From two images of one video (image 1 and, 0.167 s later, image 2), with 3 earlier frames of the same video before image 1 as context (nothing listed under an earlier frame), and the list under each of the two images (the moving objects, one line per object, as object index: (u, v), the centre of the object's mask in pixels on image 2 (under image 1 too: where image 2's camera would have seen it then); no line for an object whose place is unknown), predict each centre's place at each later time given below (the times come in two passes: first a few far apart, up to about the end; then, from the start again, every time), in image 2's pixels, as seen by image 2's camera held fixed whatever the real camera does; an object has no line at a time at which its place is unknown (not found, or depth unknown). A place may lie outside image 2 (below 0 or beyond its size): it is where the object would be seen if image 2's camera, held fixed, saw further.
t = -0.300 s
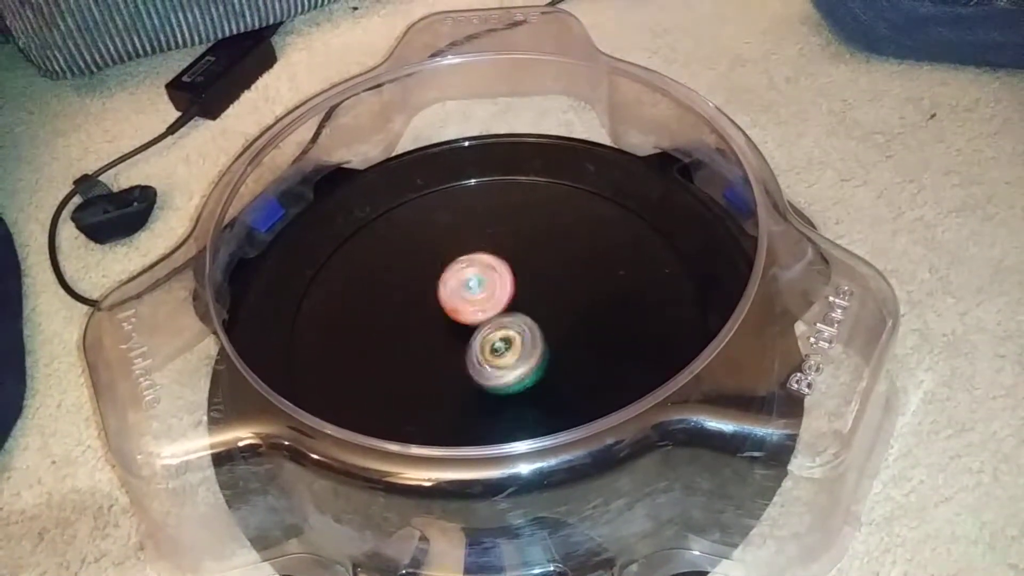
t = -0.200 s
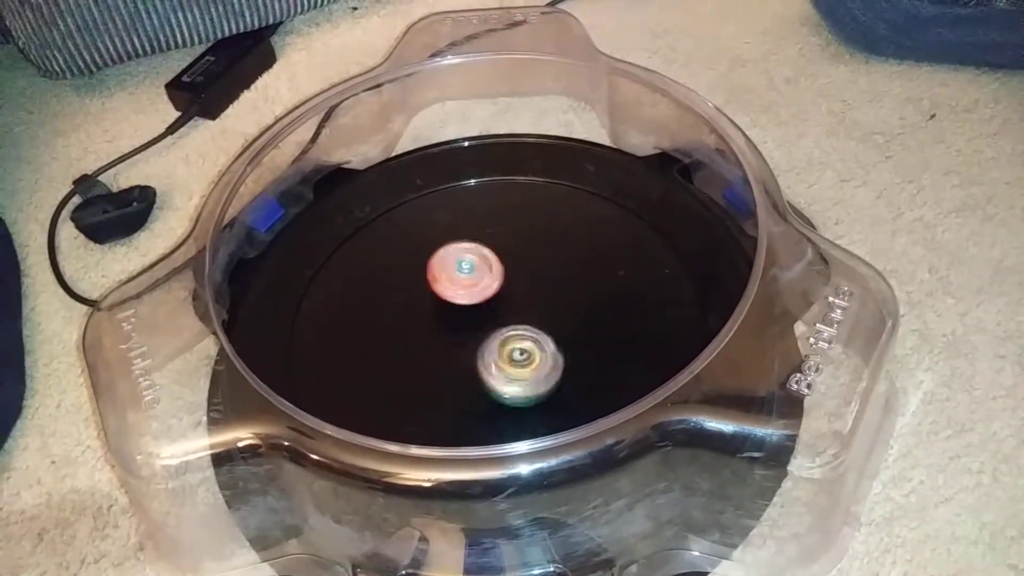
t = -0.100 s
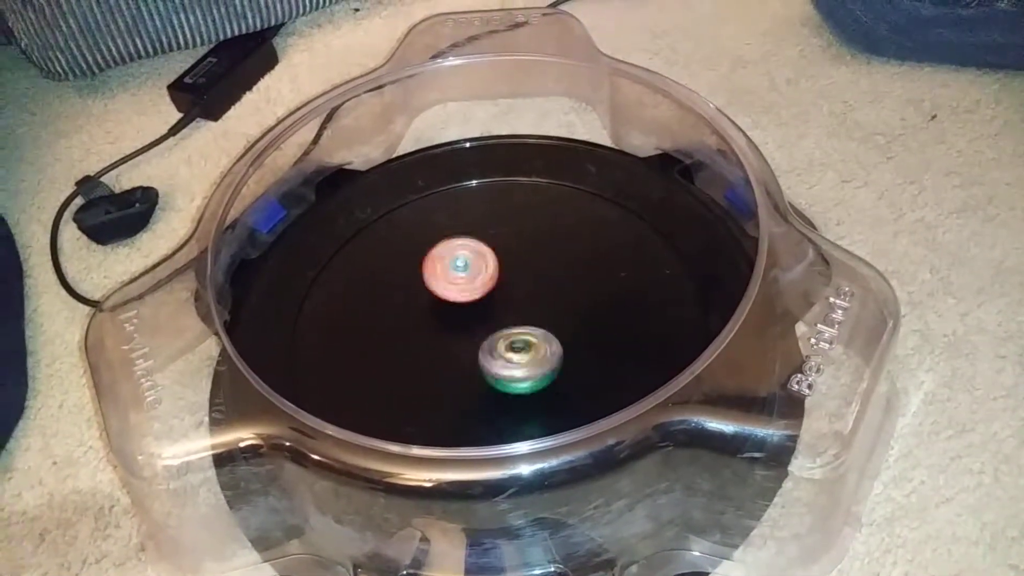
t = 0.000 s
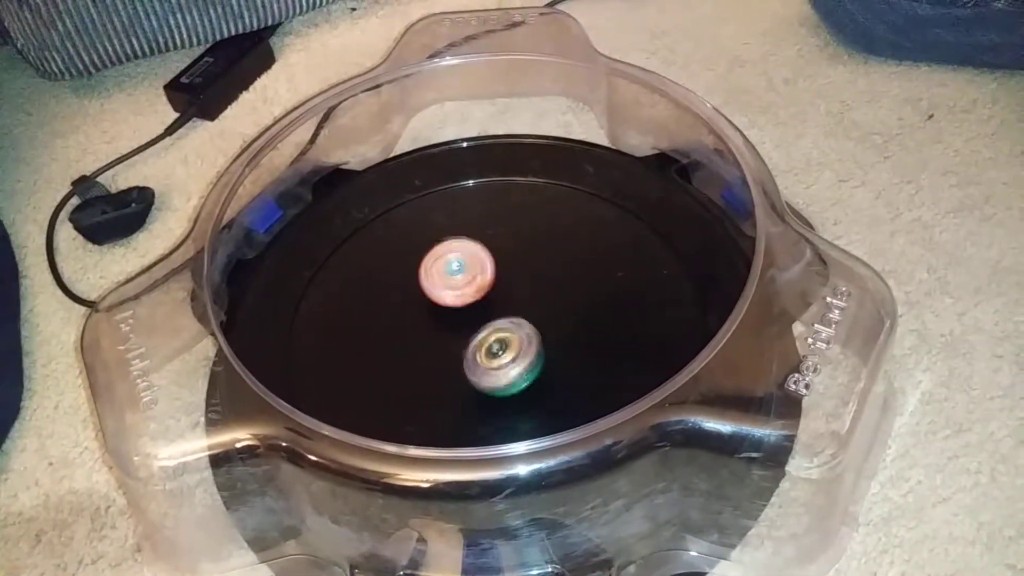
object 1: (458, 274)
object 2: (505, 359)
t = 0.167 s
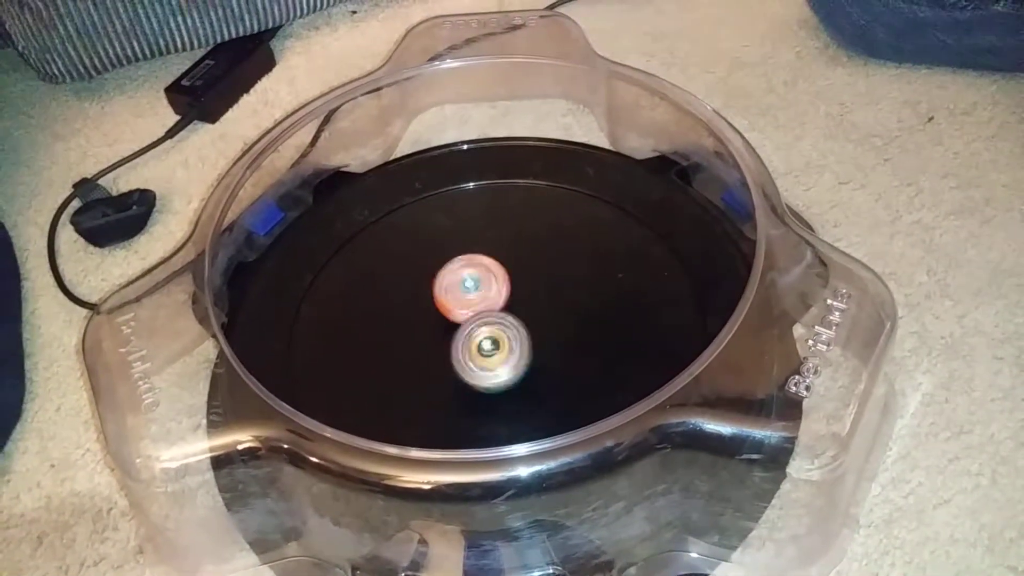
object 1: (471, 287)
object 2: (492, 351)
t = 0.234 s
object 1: (474, 288)
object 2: (493, 355)
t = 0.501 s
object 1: (474, 292)
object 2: (501, 370)
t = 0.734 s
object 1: (479, 292)
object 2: (510, 360)
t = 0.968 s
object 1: (484, 285)
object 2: (505, 354)
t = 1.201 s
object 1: (489, 263)
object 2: (505, 358)
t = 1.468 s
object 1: (494, 280)
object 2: (487, 353)
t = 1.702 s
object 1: (484, 296)
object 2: (479, 364)
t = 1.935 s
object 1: (508, 290)
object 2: (477, 370)
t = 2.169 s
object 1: (528, 285)
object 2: (488, 352)
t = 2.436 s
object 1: (537, 295)
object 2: (504, 356)
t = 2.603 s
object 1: (530, 304)
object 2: (499, 354)
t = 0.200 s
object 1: (471, 287)
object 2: (492, 354)
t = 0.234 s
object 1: (474, 288)
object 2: (493, 355)
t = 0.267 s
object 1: (473, 290)
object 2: (491, 355)
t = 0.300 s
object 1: (470, 289)
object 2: (492, 361)
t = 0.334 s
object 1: (471, 286)
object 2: (494, 365)
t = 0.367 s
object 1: (471, 287)
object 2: (494, 368)
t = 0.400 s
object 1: (469, 288)
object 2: (496, 370)
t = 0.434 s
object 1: (471, 287)
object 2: (497, 372)
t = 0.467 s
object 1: (474, 290)
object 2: (500, 371)
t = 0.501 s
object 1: (474, 292)
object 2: (501, 370)
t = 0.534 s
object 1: (475, 294)
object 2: (503, 367)
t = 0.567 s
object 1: (478, 297)
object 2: (503, 364)
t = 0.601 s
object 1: (478, 298)
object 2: (504, 363)
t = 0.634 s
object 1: (479, 296)
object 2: (505, 362)
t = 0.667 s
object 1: (481, 295)
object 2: (507, 359)
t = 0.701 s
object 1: (480, 294)
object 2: (508, 357)
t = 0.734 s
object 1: (479, 292)
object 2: (510, 360)
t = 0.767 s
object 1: (480, 289)
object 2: (513, 362)
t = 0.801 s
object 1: (480, 288)
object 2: (515, 361)
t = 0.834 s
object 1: (481, 287)
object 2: (515, 360)
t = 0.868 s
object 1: (480, 285)
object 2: (513, 358)
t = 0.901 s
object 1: (481, 284)
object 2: (510, 355)
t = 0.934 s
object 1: (484, 285)
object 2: (506, 353)
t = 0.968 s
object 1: (484, 285)
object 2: (505, 354)
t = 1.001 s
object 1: (483, 278)
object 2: (505, 359)
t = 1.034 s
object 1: (486, 270)
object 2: (507, 364)
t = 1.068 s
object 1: (485, 267)
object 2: (511, 365)
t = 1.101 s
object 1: (486, 264)
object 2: (512, 365)
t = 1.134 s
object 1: (486, 263)
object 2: (511, 362)
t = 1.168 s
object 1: (487, 262)
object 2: (508, 360)
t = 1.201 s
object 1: (489, 263)
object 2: (505, 358)
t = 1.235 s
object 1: (489, 265)
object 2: (501, 354)
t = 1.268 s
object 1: (489, 267)
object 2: (498, 353)
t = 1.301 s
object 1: (489, 269)
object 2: (496, 351)
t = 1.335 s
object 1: (491, 272)
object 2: (495, 349)
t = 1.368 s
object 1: (491, 275)
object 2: (492, 347)
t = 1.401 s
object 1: (491, 279)
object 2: (490, 348)
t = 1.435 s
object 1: (492, 279)
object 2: (488, 351)
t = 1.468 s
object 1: (494, 280)
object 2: (487, 353)
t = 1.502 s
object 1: (493, 282)
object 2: (485, 354)
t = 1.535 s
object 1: (490, 285)
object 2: (484, 354)
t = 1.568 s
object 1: (486, 285)
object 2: (483, 358)
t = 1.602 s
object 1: (487, 286)
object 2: (482, 362)
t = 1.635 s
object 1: (488, 289)
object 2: (481, 363)
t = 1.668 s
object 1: (486, 293)
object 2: (480, 364)
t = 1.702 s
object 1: (484, 296)
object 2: (479, 364)
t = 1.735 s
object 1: (485, 298)
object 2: (480, 364)
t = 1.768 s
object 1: (488, 302)
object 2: (481, 364)
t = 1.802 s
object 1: (489, 304)
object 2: (481, 365)
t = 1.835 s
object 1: (491, 303)
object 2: (481, 367)
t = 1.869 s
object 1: (494, 300)
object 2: (481, 368)
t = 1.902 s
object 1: (501, 295)
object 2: (478, 370)
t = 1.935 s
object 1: (508, 290)
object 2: (477, 370)
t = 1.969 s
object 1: (512, 288)
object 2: (477, 369)
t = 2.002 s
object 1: (515, 286)
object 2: (477, 367)
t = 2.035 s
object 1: (516, 285)
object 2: (478, 364)
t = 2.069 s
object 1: (518, 283)
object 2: (478, 361)
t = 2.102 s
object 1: (522, 282)
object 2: (480, 358)
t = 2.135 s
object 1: (526, 283)
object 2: (483, 355)
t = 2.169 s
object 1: (528, 285)
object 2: (488, 352)
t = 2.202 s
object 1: (530, 287)
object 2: (493, 350)
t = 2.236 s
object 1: (534, 286)
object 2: (496, 352)
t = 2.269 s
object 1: (536, 287)
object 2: (500, 352)
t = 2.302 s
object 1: (538, 288)
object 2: (503, 354)
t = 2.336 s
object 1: (538, 291)
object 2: (505, 355)
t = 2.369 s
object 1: (536, 292)
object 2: (505, 355)
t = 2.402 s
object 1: (536, 294)
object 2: (504, 356)
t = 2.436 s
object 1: (537, 295)
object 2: (504, 356)
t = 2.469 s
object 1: (538, 297)
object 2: (504, 355)
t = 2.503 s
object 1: (537, 299)
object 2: (503, 355)
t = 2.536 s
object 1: (534, 301)
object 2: (503, 355)
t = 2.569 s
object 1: (531, 303)
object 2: (501, 354)
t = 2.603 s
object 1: (530, 304)
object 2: (499, 354)
